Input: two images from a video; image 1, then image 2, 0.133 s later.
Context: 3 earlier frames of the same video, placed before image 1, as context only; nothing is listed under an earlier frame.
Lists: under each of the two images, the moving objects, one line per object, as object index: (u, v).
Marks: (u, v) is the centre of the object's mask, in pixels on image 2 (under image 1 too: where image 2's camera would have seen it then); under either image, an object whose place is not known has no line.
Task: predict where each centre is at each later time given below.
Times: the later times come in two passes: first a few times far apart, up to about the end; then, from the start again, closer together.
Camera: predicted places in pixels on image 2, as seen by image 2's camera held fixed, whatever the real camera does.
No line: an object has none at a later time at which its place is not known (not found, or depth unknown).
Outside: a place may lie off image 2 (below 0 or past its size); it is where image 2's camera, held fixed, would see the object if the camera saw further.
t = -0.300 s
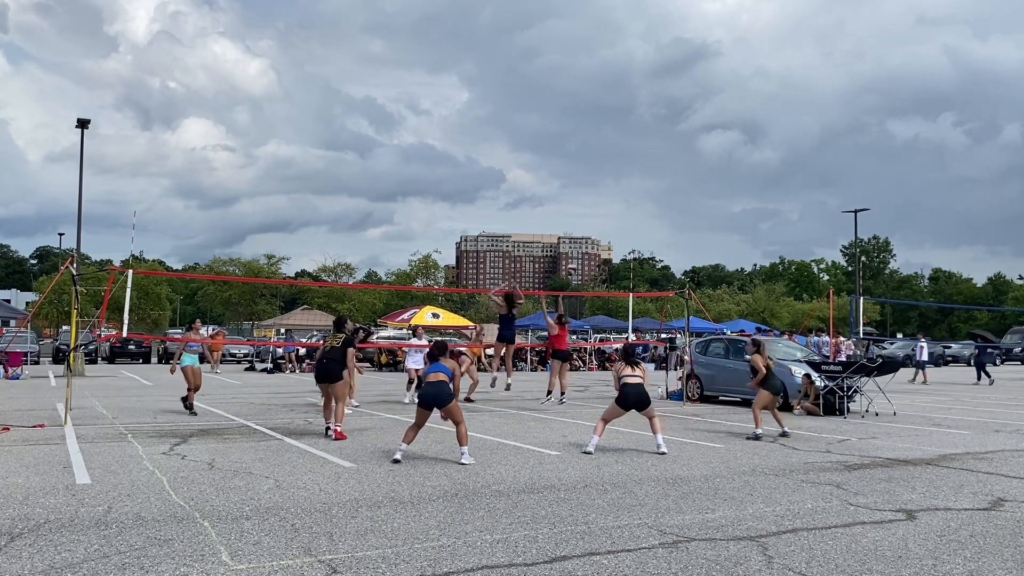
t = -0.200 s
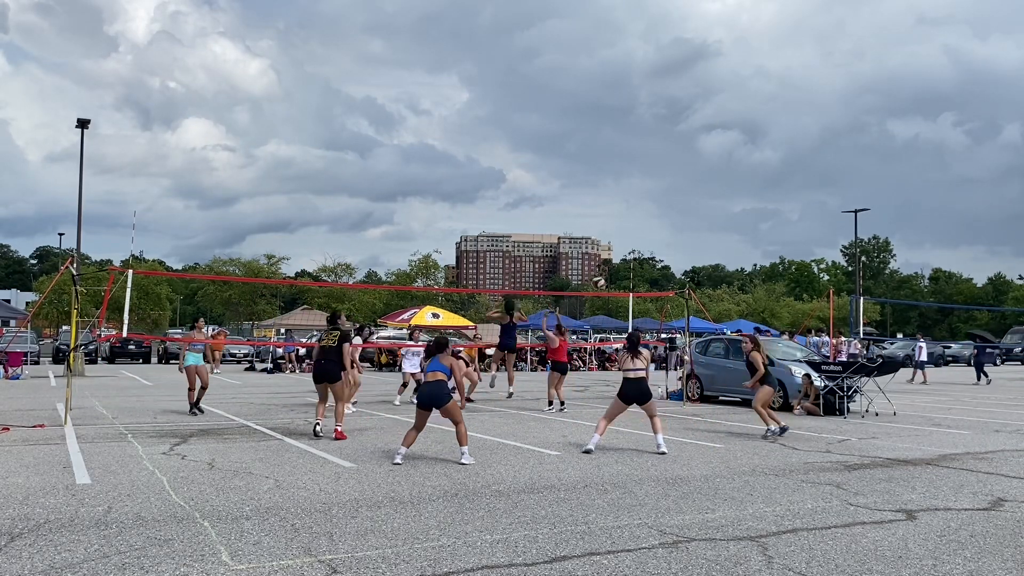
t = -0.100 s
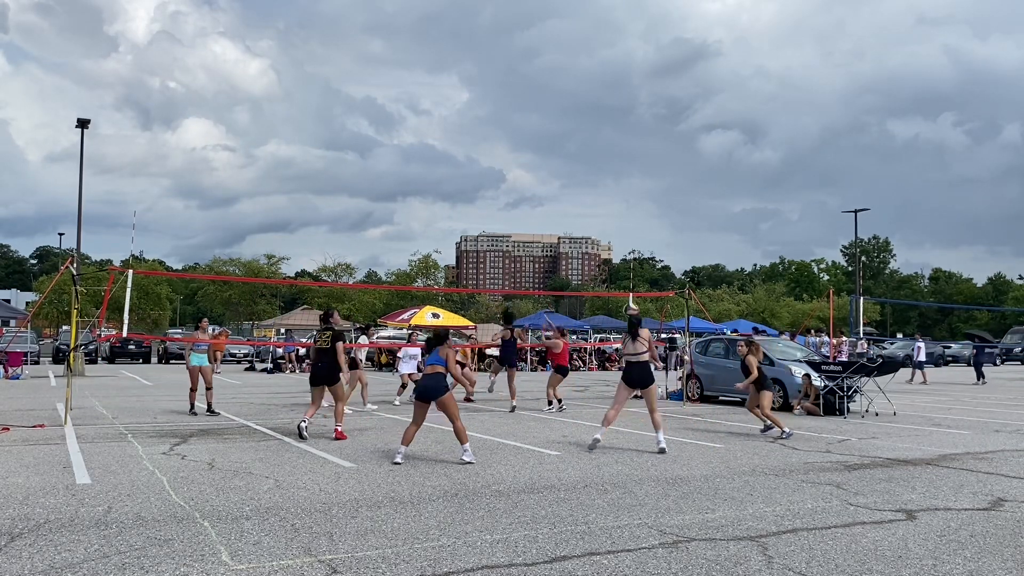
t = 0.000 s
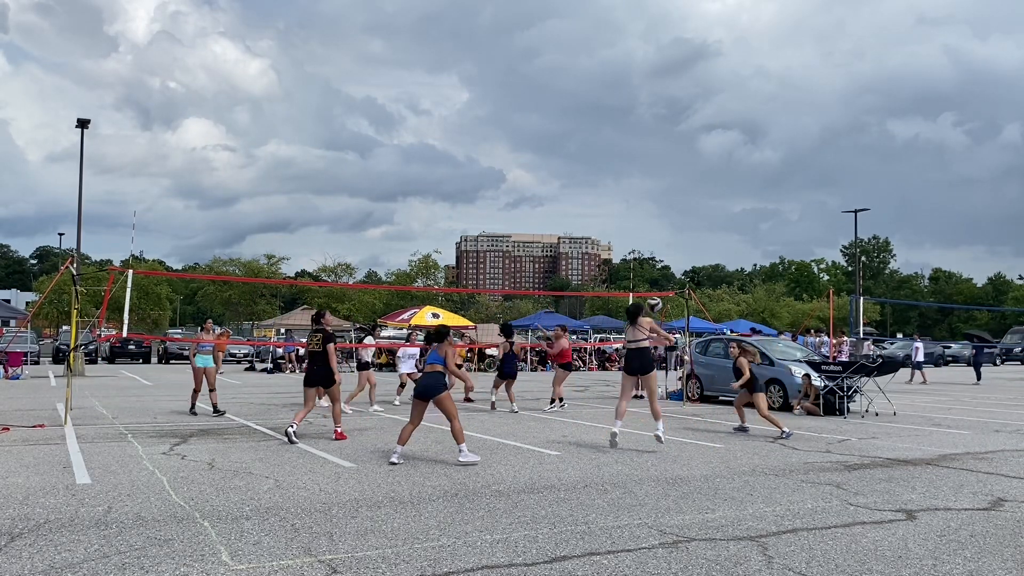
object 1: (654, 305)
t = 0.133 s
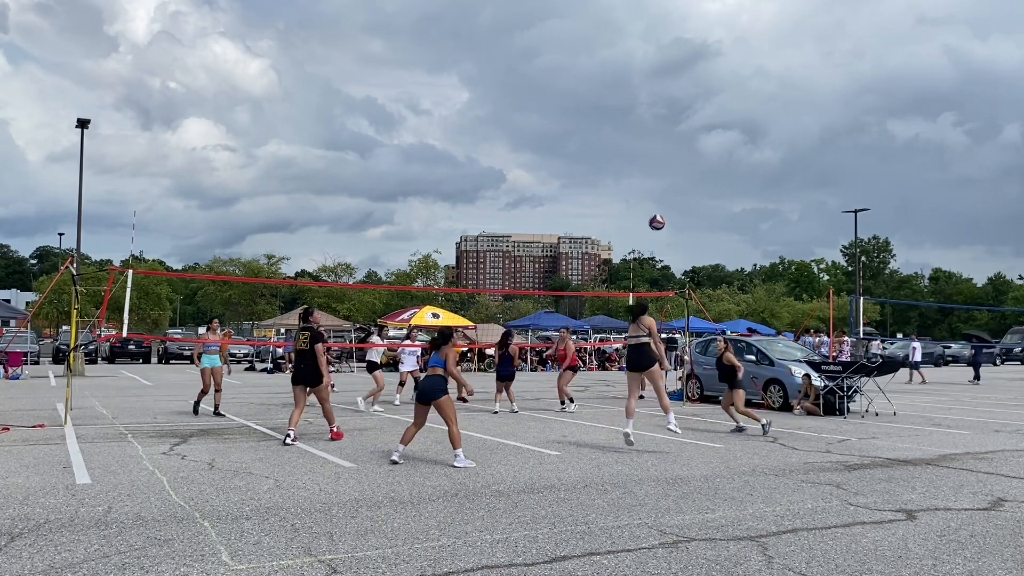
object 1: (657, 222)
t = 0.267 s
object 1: (659, 159)
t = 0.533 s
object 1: (663, 82)
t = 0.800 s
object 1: (666, 60)
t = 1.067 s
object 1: (668, 84)
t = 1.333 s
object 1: (670, 147)
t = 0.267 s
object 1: (659, 159)
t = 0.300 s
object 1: (660, 146)
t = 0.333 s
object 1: (660, 134)
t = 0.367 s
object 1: (661, 123)
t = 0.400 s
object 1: (661, 113)
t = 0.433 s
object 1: (662, 104)
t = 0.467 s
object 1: (663, 96)
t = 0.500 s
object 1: (663, 89)
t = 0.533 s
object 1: (663, 82)
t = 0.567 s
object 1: (664, 77)
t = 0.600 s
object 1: (664, 72)
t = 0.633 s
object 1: (665, 68)
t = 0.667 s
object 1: (665, 65)
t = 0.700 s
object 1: (665, 63)
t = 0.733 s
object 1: (666, 61)
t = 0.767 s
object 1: (666, 60)
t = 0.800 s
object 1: (666, 60)
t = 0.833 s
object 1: (667, 61)
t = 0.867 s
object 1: (667, 62)
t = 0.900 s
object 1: (667, 64)
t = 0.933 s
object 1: (667, 66)
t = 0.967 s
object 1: (668, 70)
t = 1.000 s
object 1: (668, 74)
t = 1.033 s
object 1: (668, 78)
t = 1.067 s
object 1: (668, 84)
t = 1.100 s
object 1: (668, 90)
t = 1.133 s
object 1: (669, 96)
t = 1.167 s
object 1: (669, 103)
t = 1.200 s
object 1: (669, 111)
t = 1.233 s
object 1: (669, 119)
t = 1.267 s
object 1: (669, 128)
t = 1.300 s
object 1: (669, 137)
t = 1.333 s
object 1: (670, 147)
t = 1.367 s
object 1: (670, 157)
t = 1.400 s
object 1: (670, 168)
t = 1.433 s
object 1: (670, 179)
